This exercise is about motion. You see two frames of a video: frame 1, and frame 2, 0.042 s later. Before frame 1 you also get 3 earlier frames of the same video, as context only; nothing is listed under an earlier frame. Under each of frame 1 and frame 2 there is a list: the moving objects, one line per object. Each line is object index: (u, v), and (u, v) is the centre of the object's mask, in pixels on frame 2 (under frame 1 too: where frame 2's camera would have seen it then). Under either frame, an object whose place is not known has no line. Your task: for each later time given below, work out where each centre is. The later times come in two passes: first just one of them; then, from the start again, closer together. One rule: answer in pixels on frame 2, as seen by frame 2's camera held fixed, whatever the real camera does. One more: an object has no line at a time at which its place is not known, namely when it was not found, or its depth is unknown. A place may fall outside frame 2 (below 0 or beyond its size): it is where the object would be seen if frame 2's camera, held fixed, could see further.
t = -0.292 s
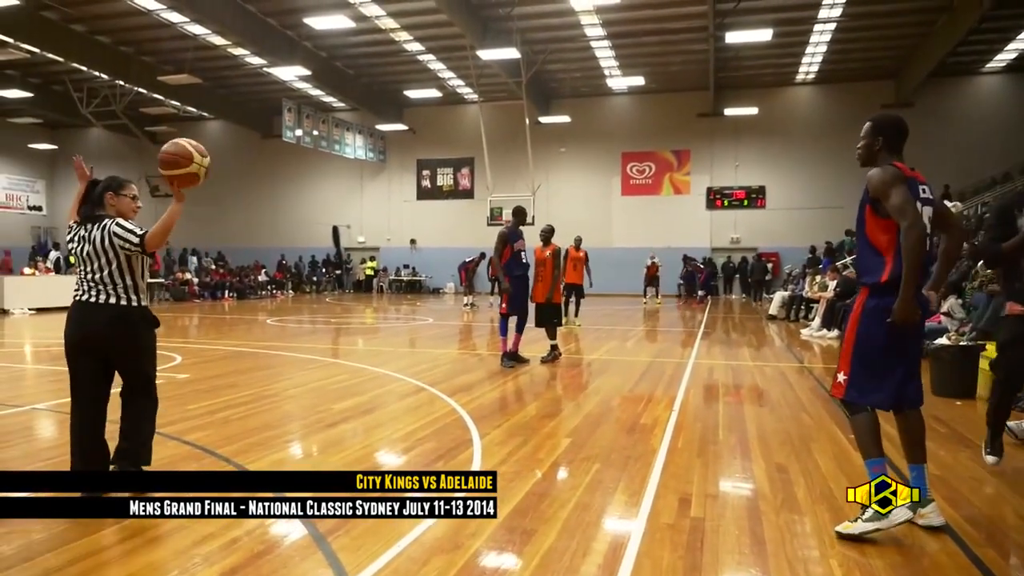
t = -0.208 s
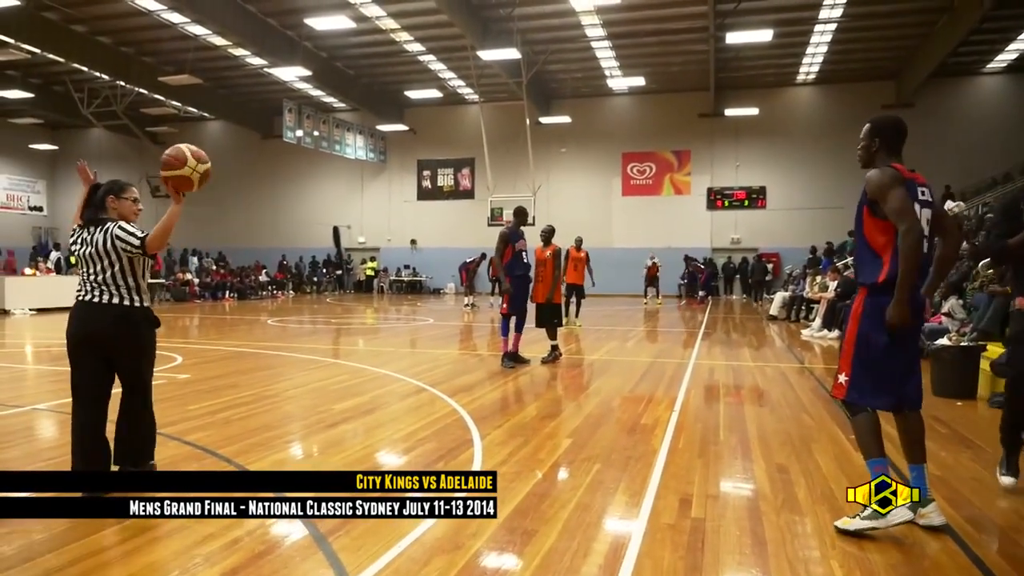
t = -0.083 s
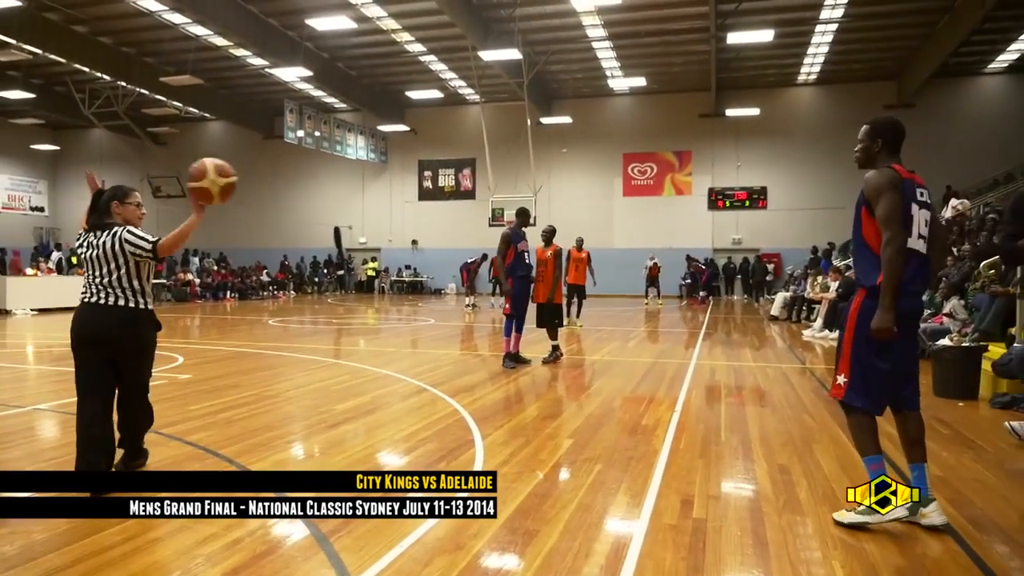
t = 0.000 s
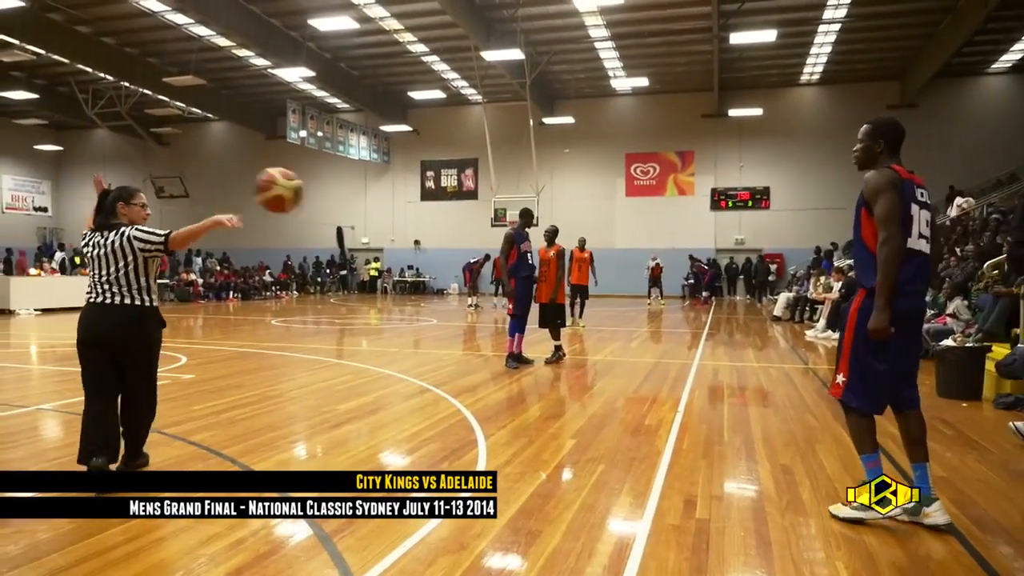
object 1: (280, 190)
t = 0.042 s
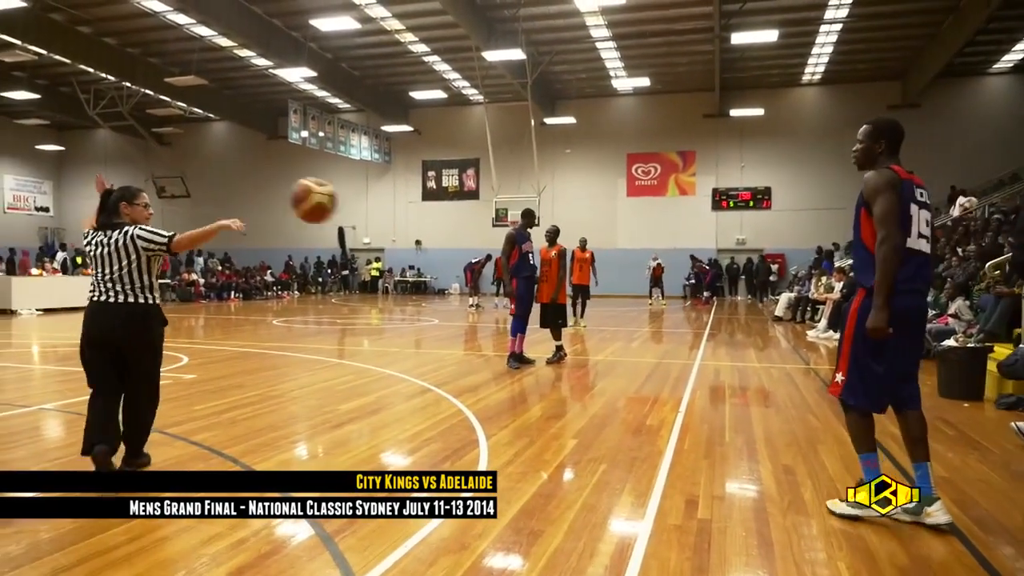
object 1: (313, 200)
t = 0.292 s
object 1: (502, 320)
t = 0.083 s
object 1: (346, 214)
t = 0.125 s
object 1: (379, 231)
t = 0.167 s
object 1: (410, 249)
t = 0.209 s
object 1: (441, 269)
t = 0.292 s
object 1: (502, 320)
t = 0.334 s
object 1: (533, 350)
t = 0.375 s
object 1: (560, 384)
